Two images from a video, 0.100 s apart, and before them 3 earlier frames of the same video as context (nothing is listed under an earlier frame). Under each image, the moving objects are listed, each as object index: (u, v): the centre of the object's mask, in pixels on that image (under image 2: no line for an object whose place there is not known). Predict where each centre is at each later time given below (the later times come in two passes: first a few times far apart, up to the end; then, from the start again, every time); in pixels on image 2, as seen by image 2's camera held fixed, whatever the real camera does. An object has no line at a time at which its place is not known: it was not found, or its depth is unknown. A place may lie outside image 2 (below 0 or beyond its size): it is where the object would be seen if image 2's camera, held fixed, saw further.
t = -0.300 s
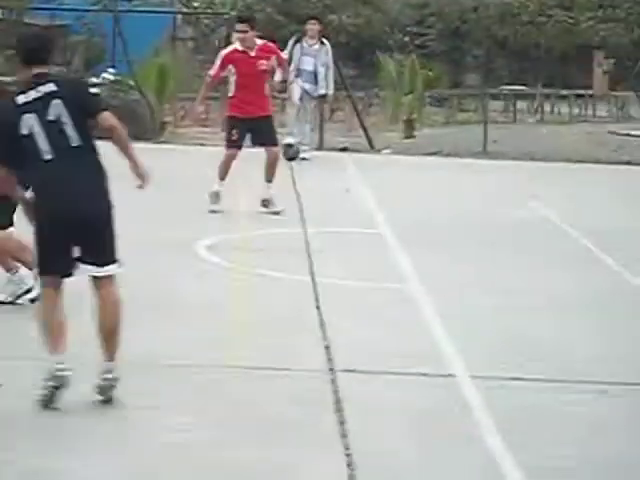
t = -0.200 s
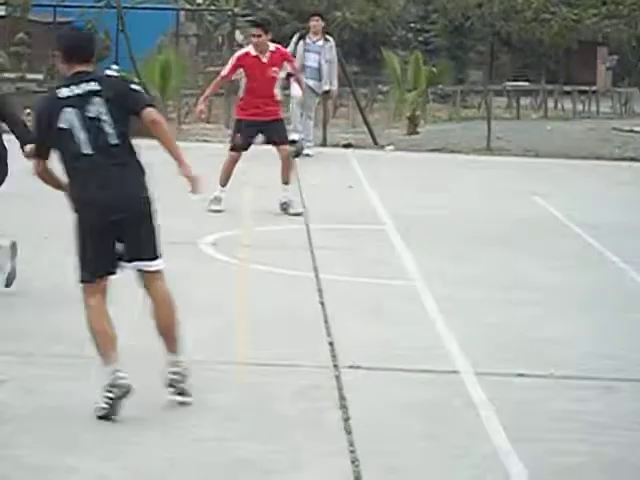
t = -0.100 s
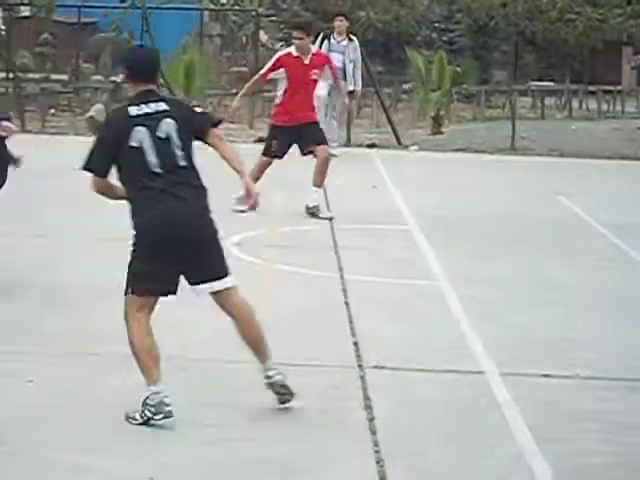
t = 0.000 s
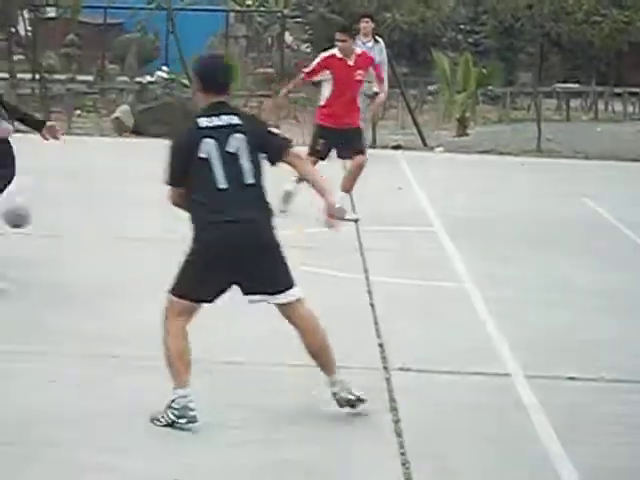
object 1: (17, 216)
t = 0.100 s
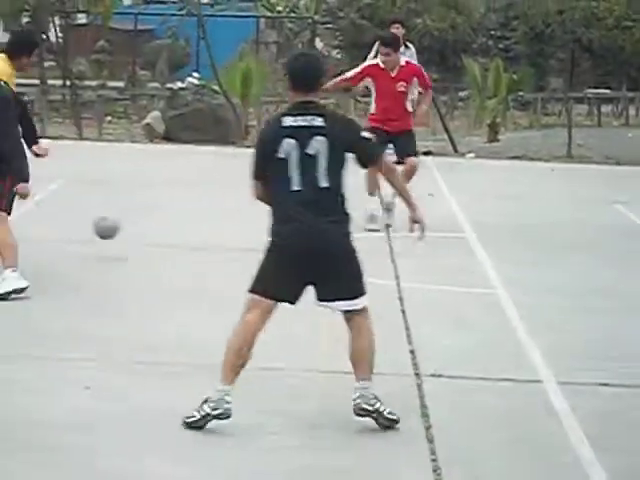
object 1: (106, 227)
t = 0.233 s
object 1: (166, 227)
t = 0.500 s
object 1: (243, 223)
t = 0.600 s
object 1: (260, 209)
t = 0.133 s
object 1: (124, 232)
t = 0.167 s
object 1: (143, 238)
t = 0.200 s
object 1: (156, 233)
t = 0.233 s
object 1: (166, 227)
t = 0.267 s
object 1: (178, 220)
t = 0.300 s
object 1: (187, 215)
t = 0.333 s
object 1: (197, 213)
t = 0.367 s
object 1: (206, 211)
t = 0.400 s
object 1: (217, 212)
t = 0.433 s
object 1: (226, 215)
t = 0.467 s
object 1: (234, 217)
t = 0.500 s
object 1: (243, 223)
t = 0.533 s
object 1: (250, 219)
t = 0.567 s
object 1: (255, 215)
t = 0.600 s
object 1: (260, 209)
